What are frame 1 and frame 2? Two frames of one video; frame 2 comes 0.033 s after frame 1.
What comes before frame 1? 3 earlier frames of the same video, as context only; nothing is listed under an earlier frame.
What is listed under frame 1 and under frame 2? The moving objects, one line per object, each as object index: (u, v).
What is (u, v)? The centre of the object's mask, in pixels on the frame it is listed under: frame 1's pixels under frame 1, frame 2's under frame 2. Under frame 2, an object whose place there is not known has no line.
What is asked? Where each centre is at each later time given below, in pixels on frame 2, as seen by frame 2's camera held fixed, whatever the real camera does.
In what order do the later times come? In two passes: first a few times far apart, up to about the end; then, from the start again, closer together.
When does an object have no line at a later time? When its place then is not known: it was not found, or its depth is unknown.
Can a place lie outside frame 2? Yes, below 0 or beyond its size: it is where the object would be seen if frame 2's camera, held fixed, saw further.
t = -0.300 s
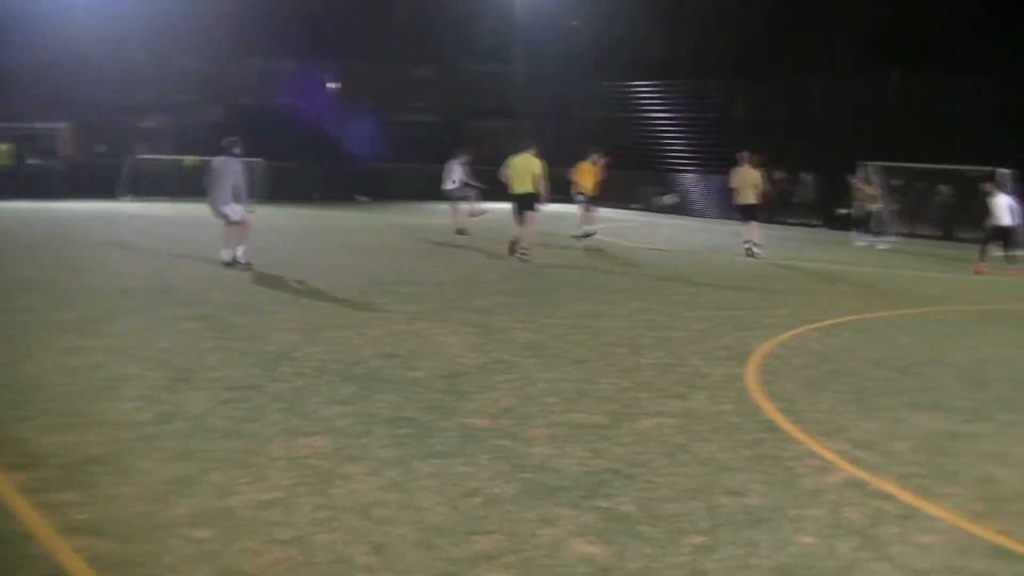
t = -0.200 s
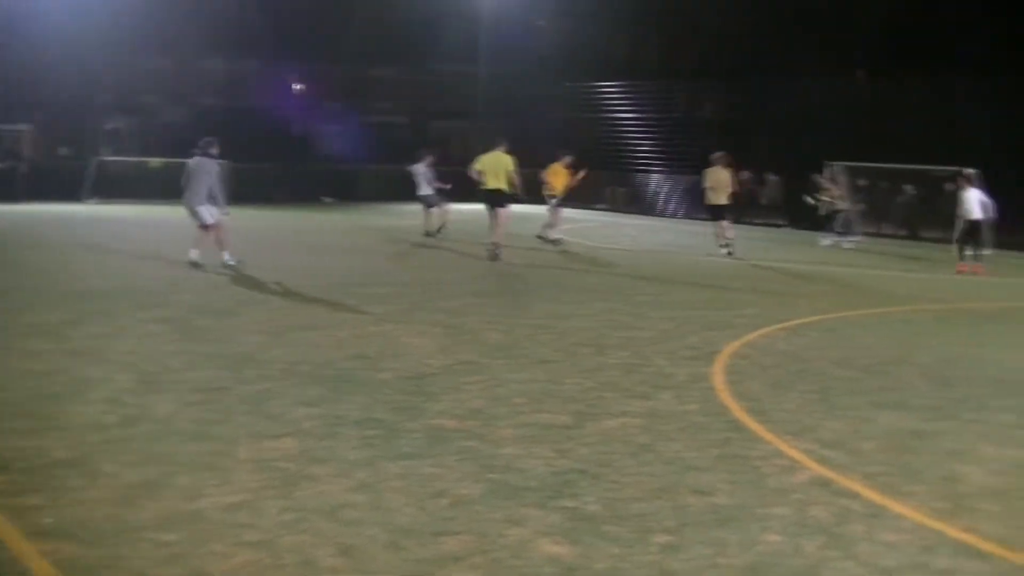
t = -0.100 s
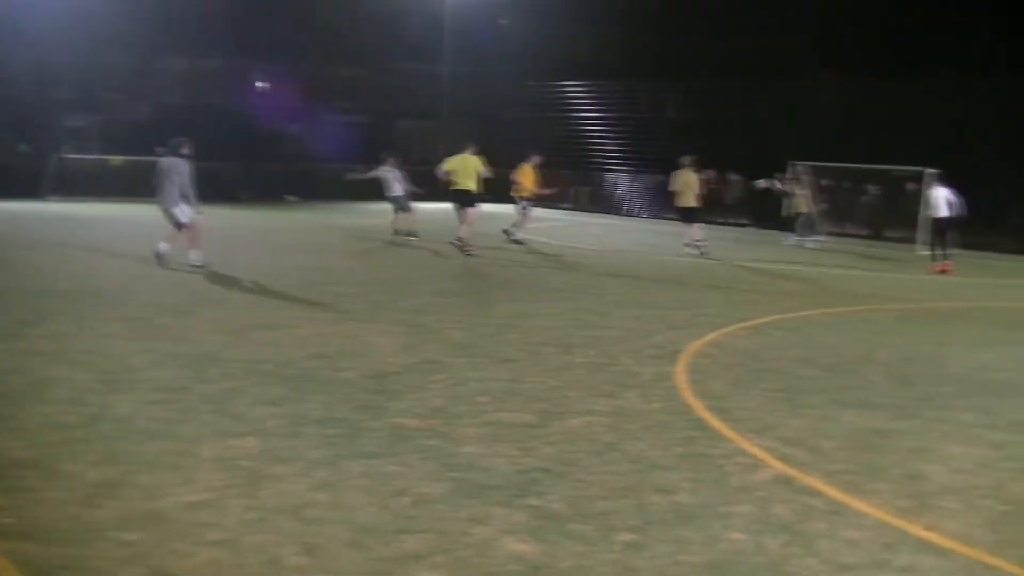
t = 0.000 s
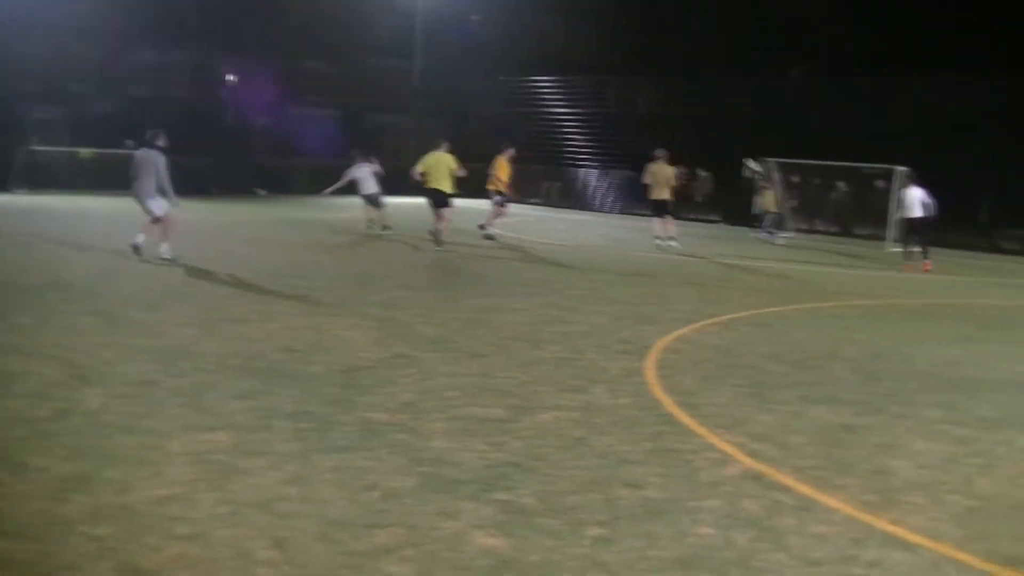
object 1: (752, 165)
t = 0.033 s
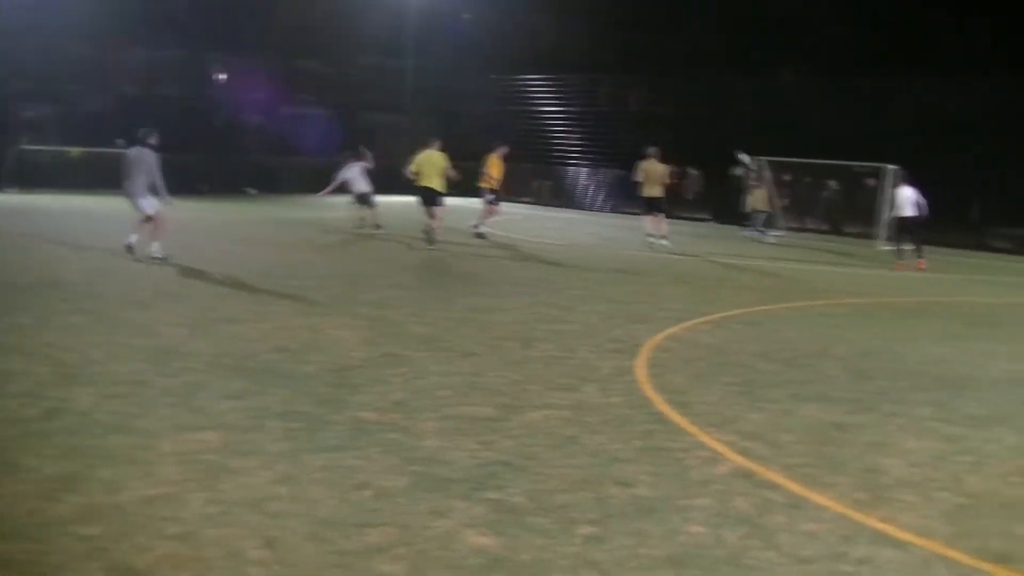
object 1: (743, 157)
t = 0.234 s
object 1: (752, 133)
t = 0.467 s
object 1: (768, 130)
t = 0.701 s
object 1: (785, 151)
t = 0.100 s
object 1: (746, 147)
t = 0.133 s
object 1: (747, 143)
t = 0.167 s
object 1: (749, 139)
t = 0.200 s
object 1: (751, 136)
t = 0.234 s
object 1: (752, 133)
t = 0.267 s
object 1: (755, 131)
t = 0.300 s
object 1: (757, 130)
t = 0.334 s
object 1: (759, 128)
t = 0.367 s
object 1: (761, 128)
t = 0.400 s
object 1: (764, 128)
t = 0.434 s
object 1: (766, 129)
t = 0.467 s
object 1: (768, 130)
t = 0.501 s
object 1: (771, 132)
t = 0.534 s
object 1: (773, 134)
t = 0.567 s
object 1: (776, 136)
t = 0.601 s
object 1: (778, 139)
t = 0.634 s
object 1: (780, 143)
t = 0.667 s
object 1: (783, 147)
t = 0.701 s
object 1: (785, 151)
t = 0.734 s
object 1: (786, 157)
